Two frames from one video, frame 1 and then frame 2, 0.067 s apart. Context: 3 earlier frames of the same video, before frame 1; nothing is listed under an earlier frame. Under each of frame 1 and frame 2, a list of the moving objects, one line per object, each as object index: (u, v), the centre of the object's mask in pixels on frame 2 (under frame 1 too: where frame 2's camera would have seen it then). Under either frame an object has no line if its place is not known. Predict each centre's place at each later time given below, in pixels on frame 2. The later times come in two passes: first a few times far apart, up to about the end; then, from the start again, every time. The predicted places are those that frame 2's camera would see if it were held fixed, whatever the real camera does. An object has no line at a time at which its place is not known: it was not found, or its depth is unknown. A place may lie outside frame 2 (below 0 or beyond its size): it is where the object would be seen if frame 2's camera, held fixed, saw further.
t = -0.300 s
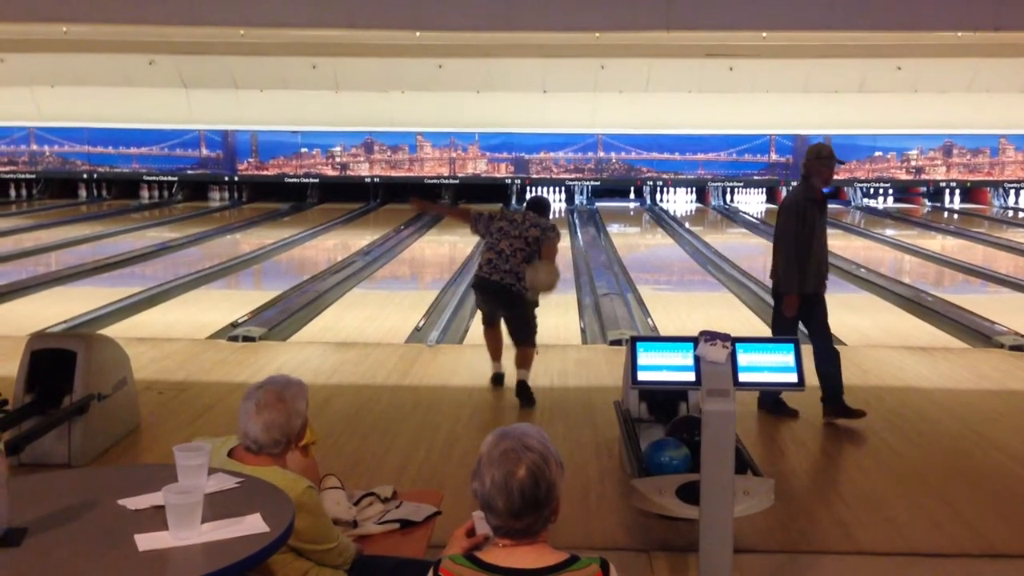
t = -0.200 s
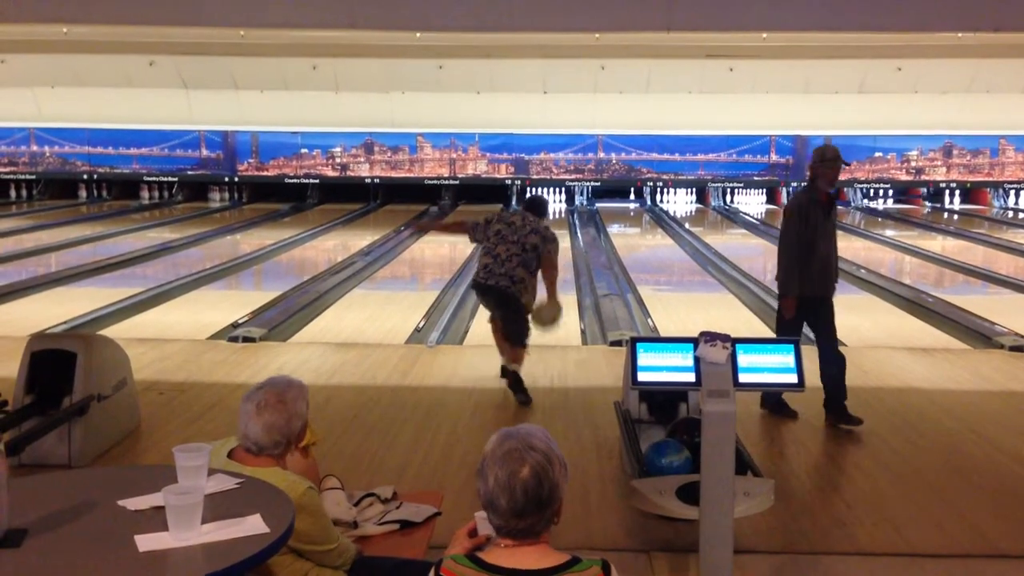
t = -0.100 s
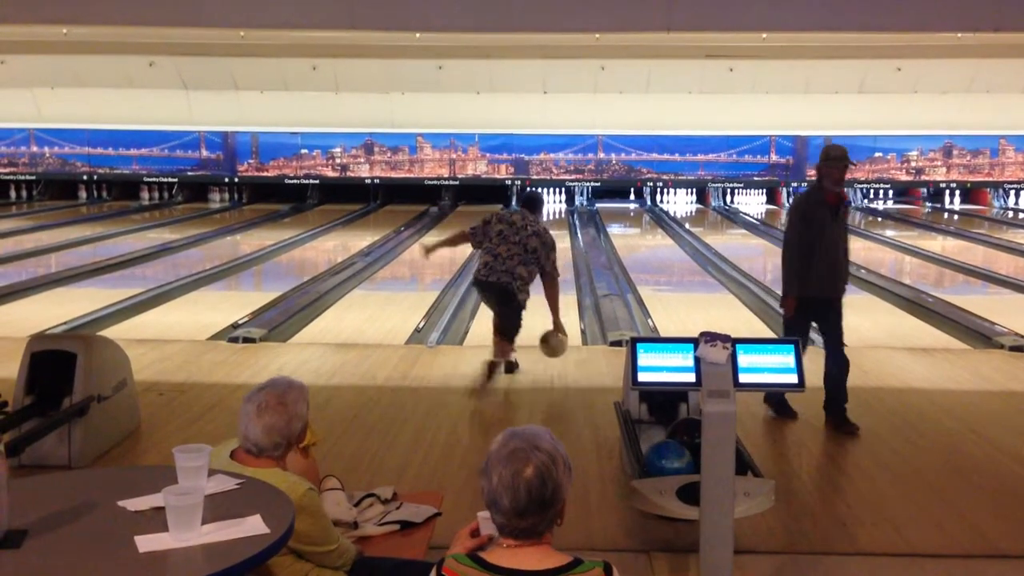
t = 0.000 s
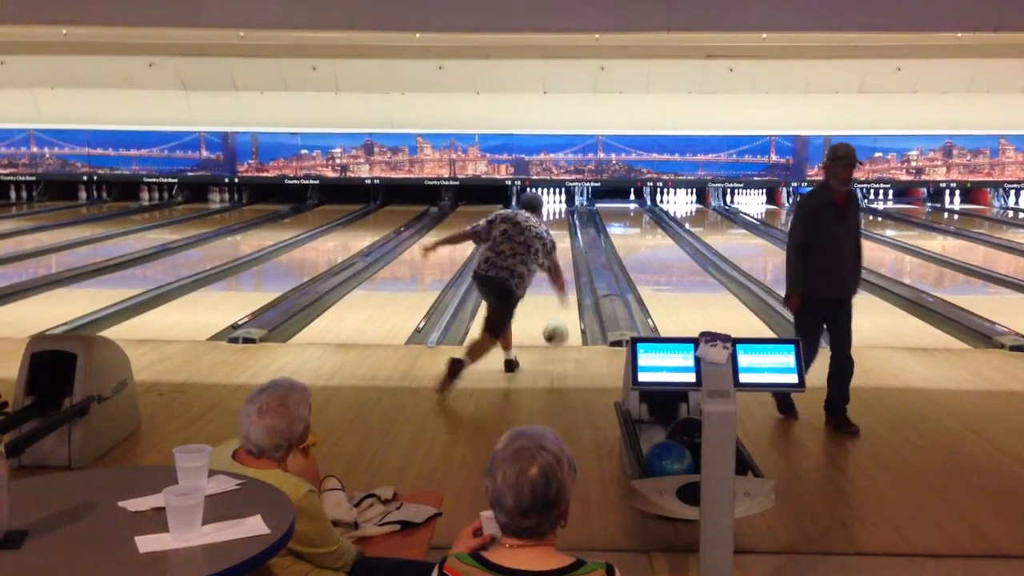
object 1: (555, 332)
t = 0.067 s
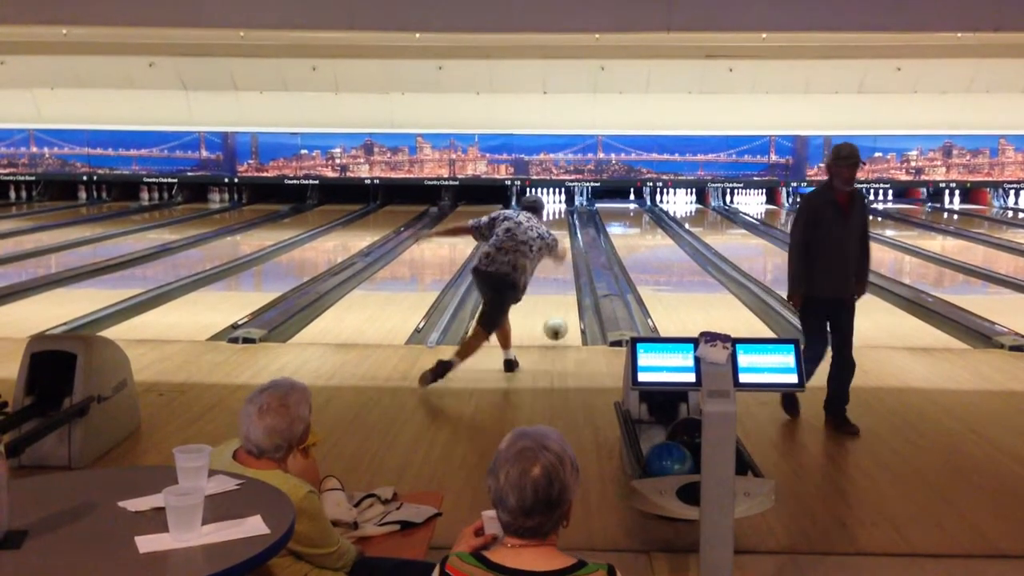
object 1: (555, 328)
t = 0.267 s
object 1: (556, 304)
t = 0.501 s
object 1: (554, 282)
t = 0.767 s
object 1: (553, 260)
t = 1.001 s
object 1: (553, 246)
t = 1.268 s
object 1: (552, 232)
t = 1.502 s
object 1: (552, 223)
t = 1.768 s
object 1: (550, 215)
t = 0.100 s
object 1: (555, 328)
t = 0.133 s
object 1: (556, 325)
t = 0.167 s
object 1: (556, 317)
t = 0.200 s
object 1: (555, 313)
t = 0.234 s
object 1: (555, 309)
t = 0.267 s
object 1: (556, 304)
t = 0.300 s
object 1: (556, 300)
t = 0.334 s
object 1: (555, 296)
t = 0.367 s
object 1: (555, 292)
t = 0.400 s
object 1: (555, 289)
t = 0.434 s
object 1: (555, 285)
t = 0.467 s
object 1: (555, 282)
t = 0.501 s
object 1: (554, 282)
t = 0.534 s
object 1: (555, 278)
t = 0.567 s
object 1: (556, 275)
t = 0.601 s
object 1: (555, 272)
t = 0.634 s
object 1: (555, 269)
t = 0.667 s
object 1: (554, 266)
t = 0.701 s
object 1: (554, 264)
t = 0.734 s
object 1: (553, 262)
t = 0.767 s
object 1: (553, 260)
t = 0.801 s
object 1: (553, 258)
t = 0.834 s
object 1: (554, 256)
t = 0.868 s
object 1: (553, 255)
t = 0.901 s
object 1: (553, 253)
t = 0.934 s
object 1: (553, 250)
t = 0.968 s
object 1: (554, 248)
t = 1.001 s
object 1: (553, 246)
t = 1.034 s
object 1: (553, 243)
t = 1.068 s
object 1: (553, 241)
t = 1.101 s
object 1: (553, 239)
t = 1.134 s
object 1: (552, 237)
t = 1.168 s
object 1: (553, 236)
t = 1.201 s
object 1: (552, 234)
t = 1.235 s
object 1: (553, 233)
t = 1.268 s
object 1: (552, 232)
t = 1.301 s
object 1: (552, 230)
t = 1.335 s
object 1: (552, 228)
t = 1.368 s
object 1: (552, 228)
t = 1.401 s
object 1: (552, 227)
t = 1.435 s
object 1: (552, 225)
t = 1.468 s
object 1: (552, 223)
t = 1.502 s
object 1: (552, 223)
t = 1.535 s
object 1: (551, 222)
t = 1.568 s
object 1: (552, 221)
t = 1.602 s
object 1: (552, 219)
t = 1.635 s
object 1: (551, 218)
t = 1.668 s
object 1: (552, 216)
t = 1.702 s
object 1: (551, 216)
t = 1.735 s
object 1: (551, 214)
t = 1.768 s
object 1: (550, 215)
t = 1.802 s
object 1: (550, 213)
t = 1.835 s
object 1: (550, 212)
